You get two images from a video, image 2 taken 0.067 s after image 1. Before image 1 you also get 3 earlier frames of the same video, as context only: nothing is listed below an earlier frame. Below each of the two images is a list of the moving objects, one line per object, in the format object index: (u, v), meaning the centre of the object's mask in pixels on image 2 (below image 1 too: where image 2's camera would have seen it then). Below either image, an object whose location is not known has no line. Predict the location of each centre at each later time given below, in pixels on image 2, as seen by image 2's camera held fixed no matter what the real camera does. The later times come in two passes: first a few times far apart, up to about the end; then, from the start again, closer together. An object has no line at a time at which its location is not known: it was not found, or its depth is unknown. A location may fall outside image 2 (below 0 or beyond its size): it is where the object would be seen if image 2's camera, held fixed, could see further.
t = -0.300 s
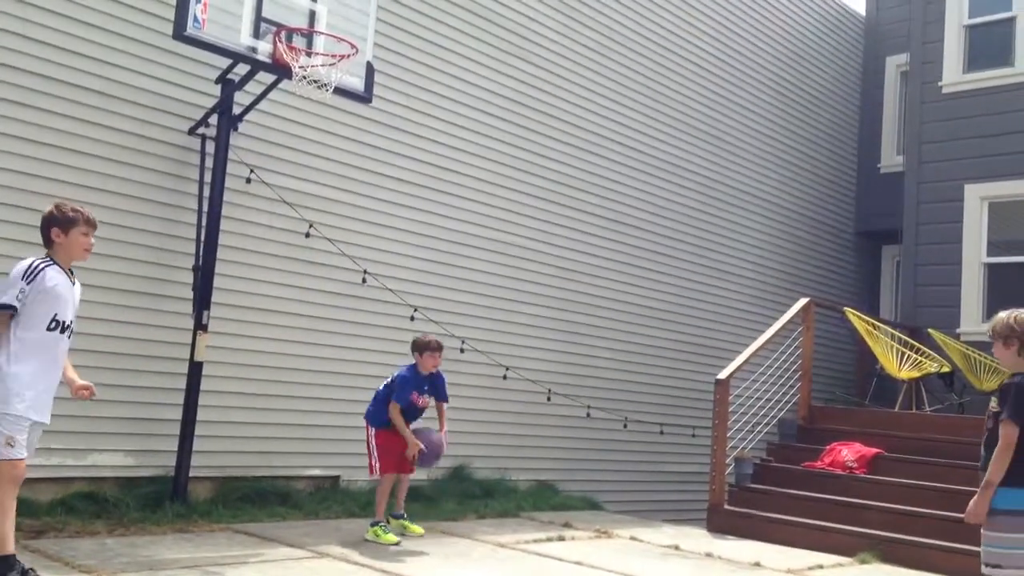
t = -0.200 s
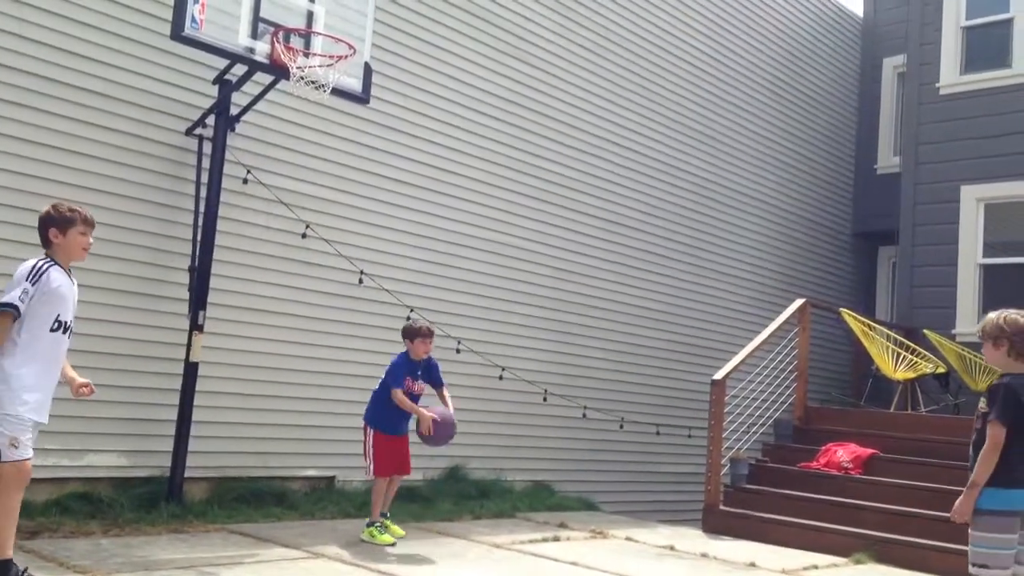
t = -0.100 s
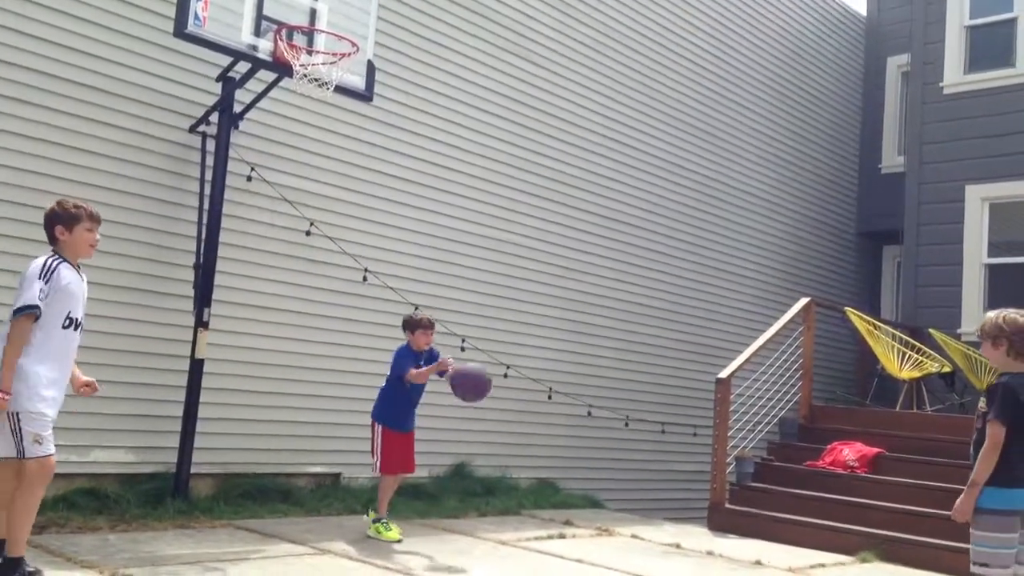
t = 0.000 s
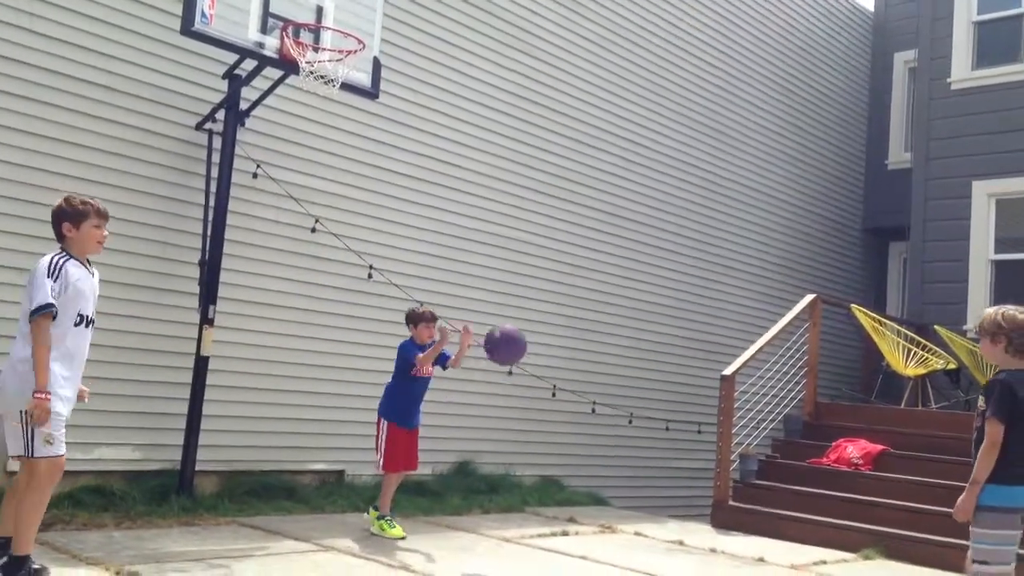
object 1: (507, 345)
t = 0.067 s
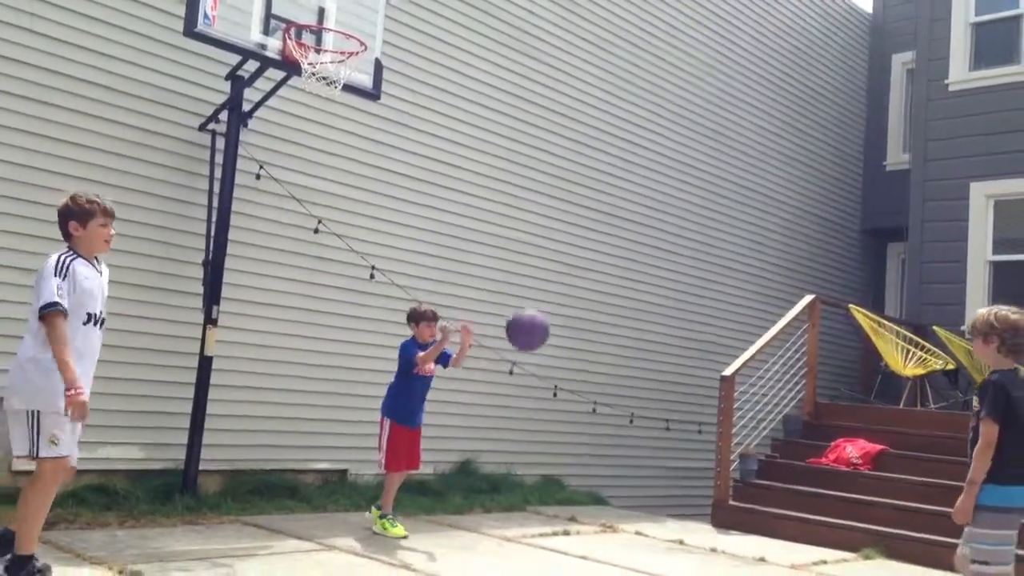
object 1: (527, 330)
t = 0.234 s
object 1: (580, 326)
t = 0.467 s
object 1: (662, 420)
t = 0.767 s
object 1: (762, 526)
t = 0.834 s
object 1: (775, 483)
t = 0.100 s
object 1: (538, 325)
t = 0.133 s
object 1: (548, 322)
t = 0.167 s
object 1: (559, 321)
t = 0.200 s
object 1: (569, 323)
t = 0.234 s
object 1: (580, 326)
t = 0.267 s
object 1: (591, 331)
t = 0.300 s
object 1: (602, 339)
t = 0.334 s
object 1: (613, 350)
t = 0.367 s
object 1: (624, 364)
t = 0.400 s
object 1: (638, 380)
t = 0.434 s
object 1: (649, 398)
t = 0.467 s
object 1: (662, 420)
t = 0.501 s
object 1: (676, 445)
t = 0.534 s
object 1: (689, 473)
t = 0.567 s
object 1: (701, 507)
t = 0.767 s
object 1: (762, 526)
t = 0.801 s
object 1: (770, 505)
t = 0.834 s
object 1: (775, 483)
